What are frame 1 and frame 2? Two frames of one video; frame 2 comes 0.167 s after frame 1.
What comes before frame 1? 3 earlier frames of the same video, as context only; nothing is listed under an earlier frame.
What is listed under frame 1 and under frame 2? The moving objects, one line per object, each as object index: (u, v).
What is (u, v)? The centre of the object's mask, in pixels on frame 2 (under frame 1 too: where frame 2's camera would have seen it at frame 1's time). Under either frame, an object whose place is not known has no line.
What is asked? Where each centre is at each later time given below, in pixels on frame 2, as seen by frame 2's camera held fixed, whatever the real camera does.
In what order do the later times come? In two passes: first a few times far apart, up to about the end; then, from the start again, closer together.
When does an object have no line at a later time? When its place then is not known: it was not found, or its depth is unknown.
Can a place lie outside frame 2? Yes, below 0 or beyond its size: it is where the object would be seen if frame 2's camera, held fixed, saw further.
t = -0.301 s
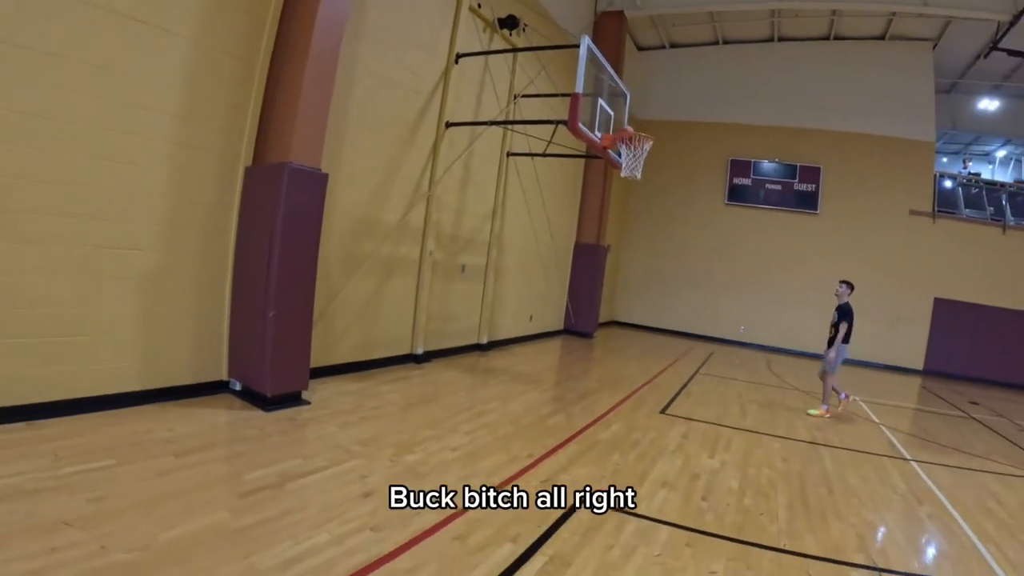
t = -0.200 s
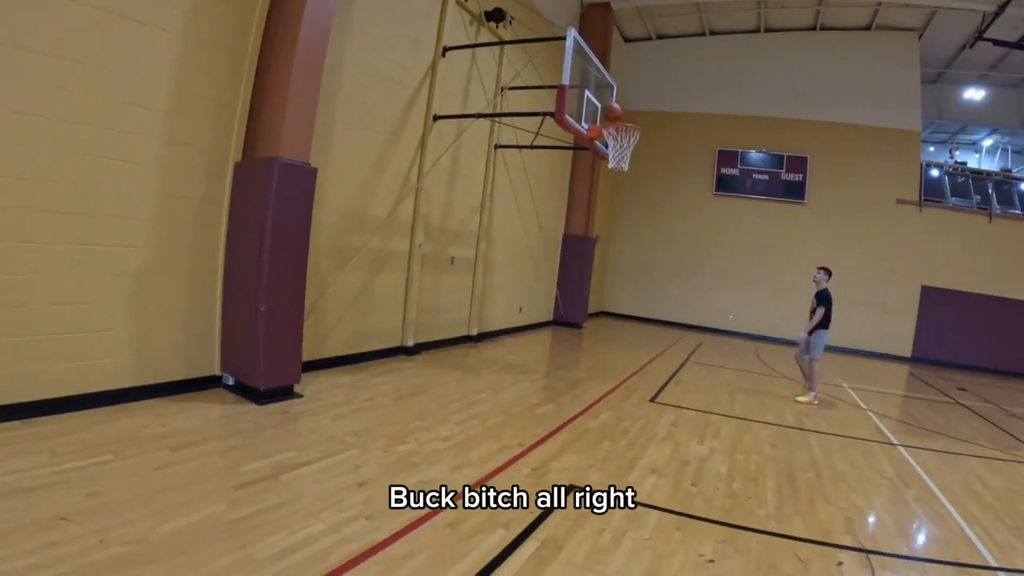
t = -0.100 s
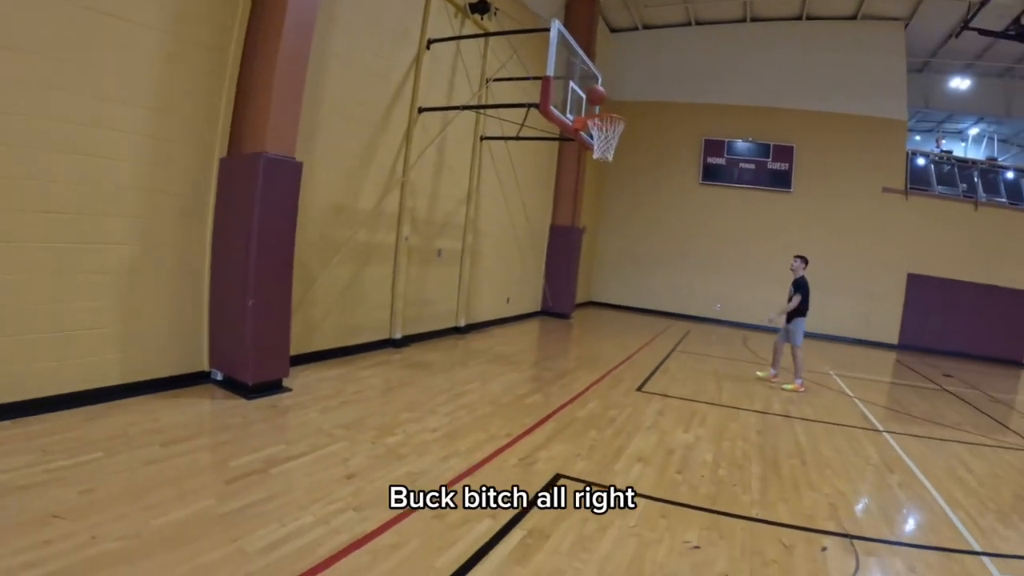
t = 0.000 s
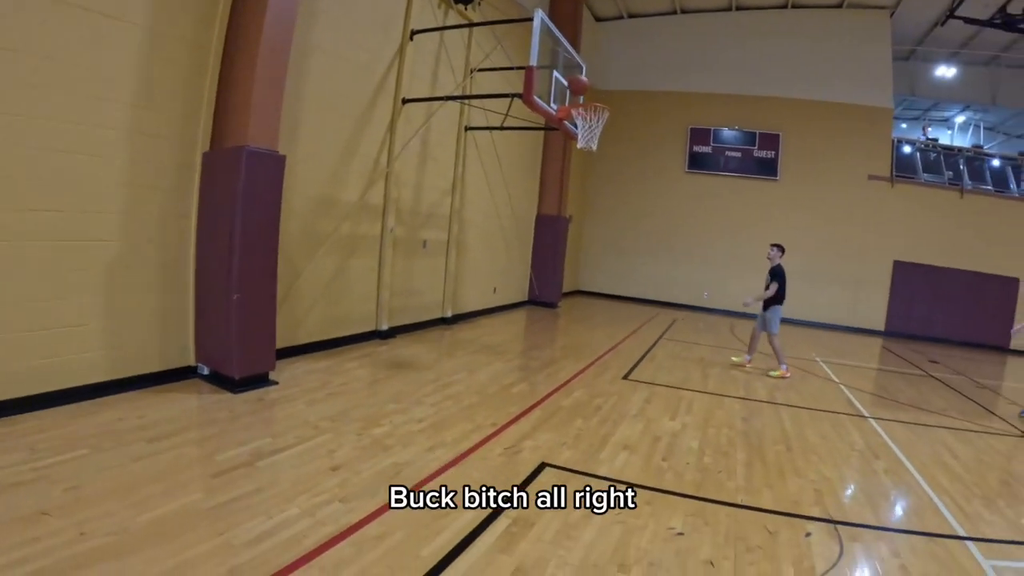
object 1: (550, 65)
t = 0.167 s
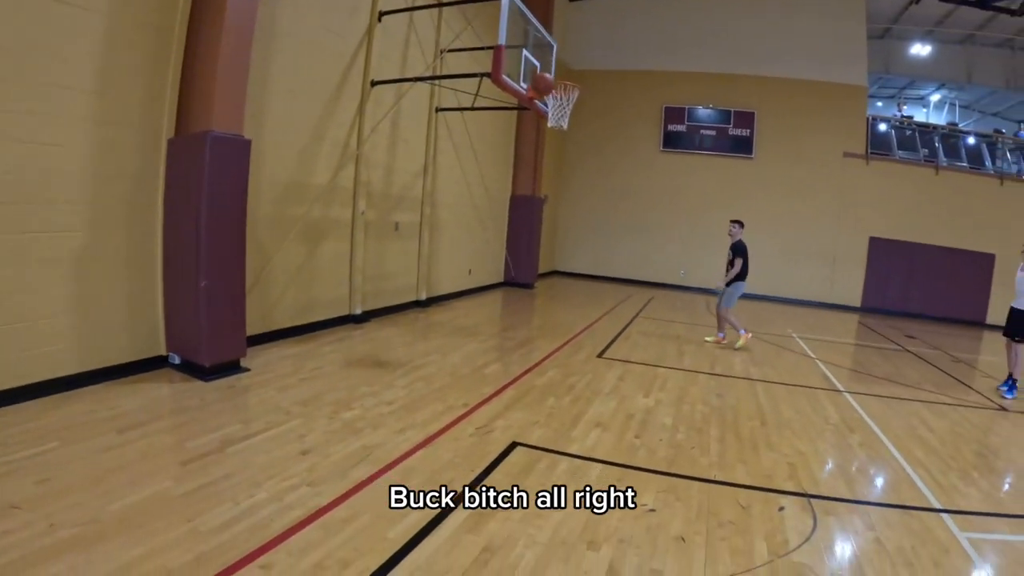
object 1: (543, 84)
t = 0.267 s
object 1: (534, 109)
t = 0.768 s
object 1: (504, 323)
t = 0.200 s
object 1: (541, 91)
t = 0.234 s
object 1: (538, 97)
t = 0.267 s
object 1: (534, 109)
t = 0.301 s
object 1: (530, 118)
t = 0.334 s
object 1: (527, 130)
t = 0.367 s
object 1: (523, 144)
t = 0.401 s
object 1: (519, 161)
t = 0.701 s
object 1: (504, 363)
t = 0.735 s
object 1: (504, 343)
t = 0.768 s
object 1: (504, 323)
